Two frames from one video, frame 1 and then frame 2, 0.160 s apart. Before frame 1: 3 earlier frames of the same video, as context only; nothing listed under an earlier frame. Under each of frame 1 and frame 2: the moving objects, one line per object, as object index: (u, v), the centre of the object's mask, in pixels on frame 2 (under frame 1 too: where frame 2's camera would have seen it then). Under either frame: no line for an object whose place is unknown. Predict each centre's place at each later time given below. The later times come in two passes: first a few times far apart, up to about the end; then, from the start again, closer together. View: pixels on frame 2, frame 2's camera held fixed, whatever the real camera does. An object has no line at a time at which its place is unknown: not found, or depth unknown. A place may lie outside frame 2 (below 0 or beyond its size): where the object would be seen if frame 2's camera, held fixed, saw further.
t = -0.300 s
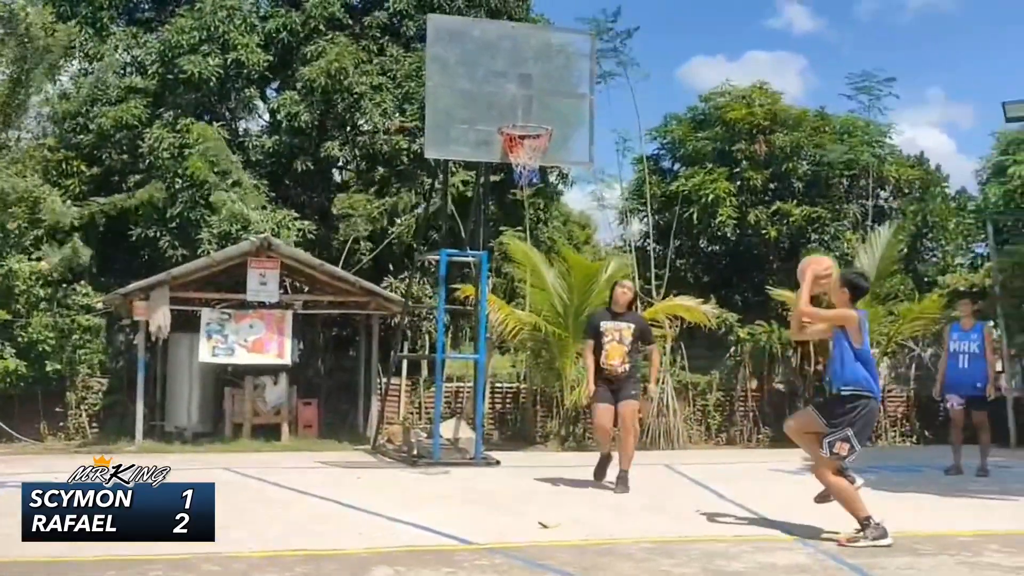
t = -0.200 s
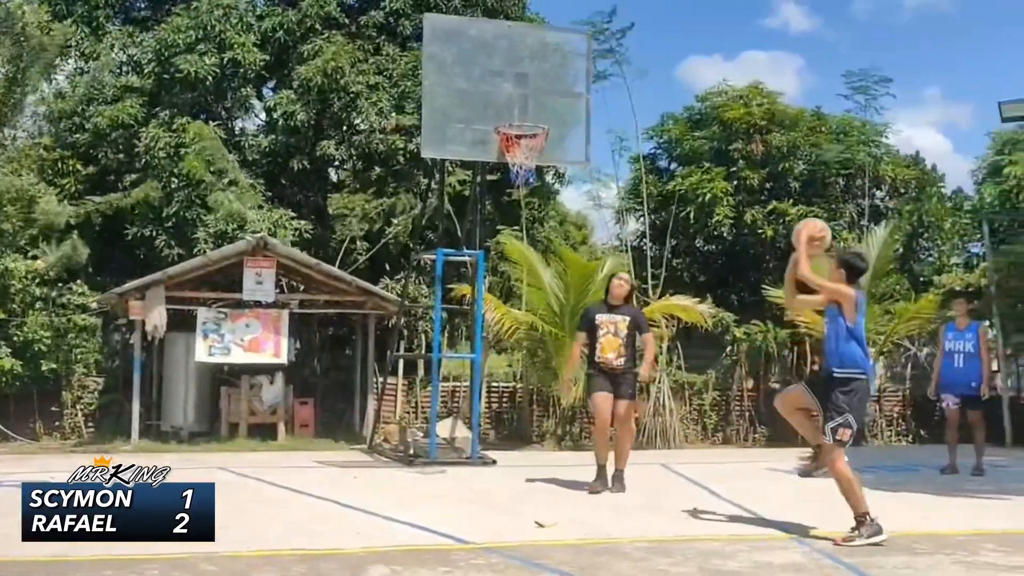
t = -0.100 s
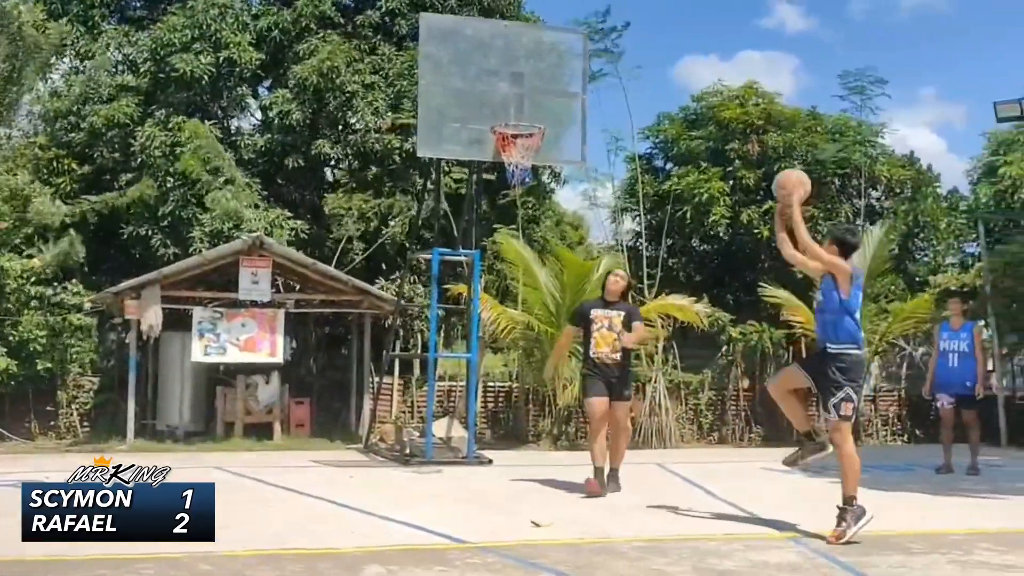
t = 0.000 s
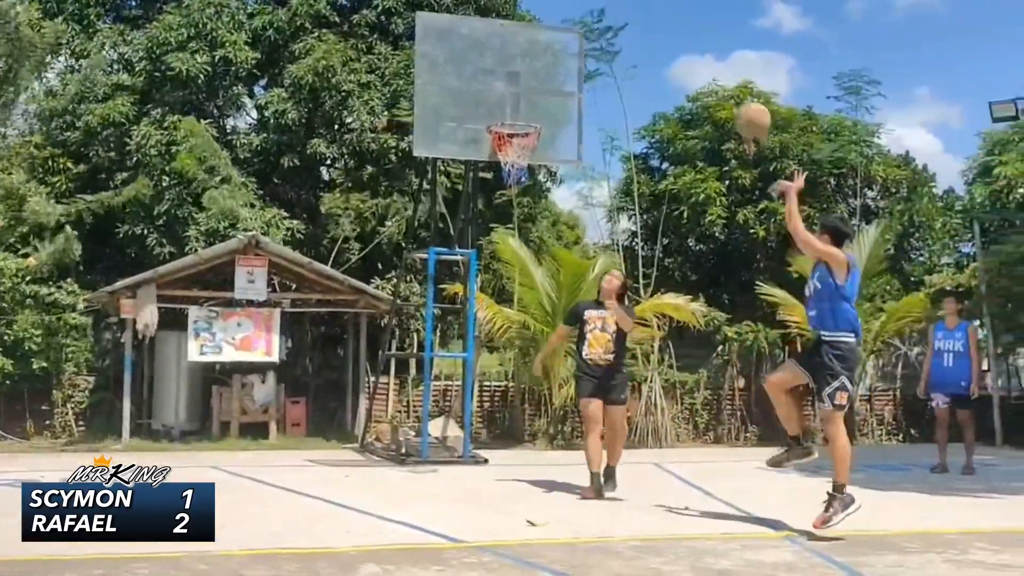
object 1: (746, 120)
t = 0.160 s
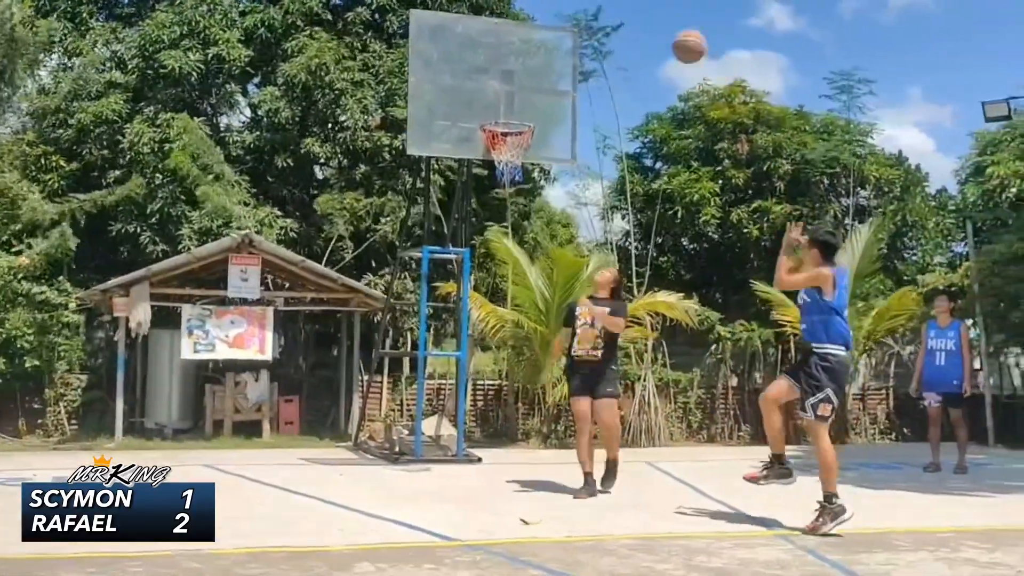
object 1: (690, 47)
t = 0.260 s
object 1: (657, 21)
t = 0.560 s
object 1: (571, 25)
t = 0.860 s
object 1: (498, 126)
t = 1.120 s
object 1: (531, 220)
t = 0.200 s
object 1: (676, 35)
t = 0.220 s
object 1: (670, 30)
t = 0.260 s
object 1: (657, 21)
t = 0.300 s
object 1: (644, 15)
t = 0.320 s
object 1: (638, 14)
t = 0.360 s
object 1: (626, 13)
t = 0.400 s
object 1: (615, 12)
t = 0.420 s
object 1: (609, 13)
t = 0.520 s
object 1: (581, 17)
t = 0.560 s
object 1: (571, 25)
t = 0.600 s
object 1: (561, 33)
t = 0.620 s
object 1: (556, 39)
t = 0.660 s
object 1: (546, 50)
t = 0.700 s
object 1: (535, 63)
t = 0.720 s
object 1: (531, 69)
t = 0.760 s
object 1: (520, 84)
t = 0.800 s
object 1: (511, 101)
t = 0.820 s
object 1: (507, 109)
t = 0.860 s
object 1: (498, 126)
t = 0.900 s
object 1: (504, 140)
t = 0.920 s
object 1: (507, 145)
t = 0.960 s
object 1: (514, 159)
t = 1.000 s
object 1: (519, 177)
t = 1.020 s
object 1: (521, 180)
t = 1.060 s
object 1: (525, 195)
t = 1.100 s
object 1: (529, 210)
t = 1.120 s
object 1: (531, 220)
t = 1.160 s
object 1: (535, 238)
